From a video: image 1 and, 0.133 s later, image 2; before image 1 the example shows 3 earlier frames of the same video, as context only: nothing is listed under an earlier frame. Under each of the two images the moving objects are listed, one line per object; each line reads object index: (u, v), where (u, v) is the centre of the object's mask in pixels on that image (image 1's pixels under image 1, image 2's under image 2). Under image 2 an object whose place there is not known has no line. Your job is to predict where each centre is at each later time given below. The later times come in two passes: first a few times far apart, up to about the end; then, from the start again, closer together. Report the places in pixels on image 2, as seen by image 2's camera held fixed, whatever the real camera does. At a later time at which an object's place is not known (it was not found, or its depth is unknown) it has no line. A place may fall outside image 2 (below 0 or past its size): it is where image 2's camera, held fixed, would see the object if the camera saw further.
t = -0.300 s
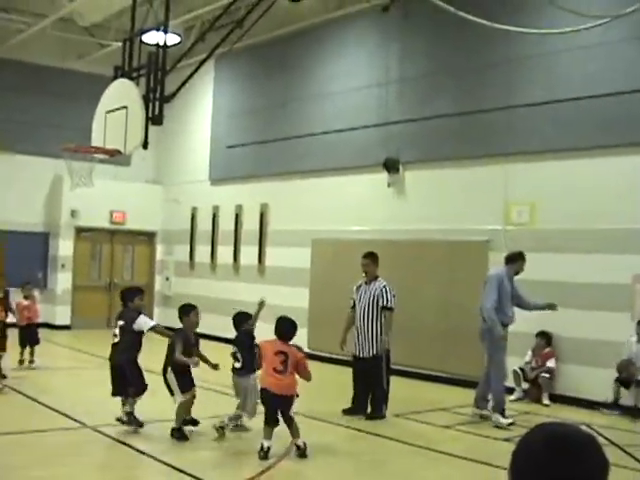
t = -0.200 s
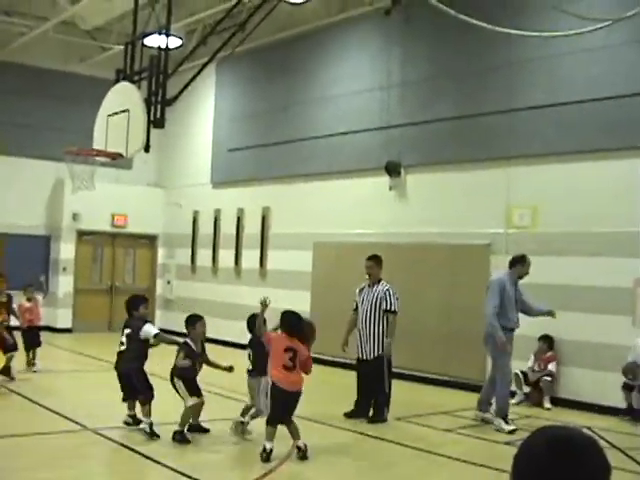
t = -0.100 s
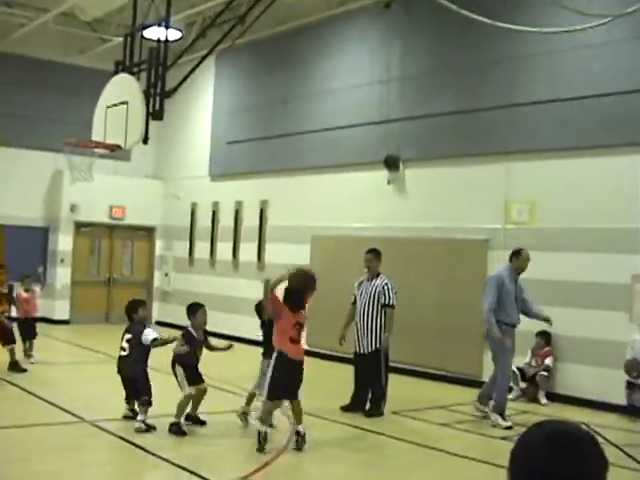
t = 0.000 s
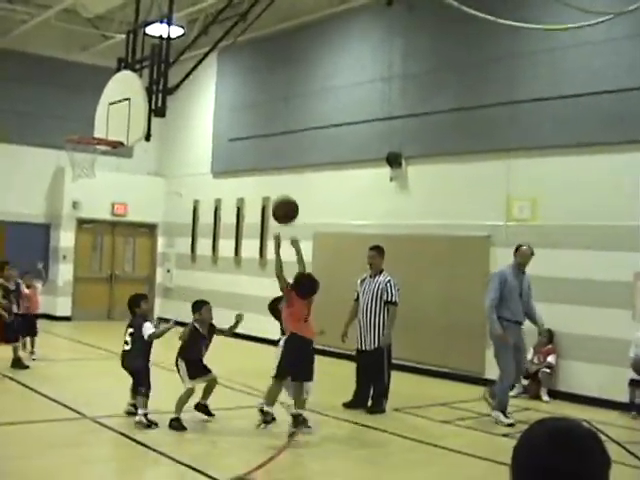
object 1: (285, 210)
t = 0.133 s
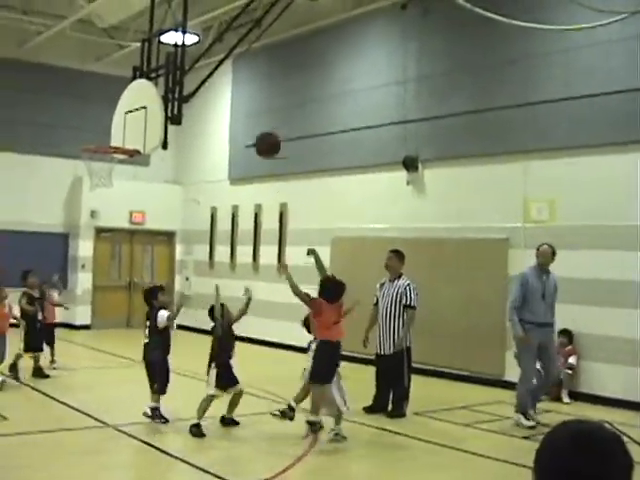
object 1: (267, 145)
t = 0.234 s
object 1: (242, 108)
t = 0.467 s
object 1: (190, 68)
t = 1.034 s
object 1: (95, 175)
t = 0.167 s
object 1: (259, 131)
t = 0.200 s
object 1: (251, 118)
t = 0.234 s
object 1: (242, 108)
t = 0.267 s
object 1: (234, 98)
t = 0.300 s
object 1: (226, 90)
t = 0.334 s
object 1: (216, 83)
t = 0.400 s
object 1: (203, 73)
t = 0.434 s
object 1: (197, 71)
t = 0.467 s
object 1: (190, 68)
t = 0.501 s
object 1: (182, 67)
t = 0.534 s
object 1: (175, 67)
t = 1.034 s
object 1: (95, 175)
